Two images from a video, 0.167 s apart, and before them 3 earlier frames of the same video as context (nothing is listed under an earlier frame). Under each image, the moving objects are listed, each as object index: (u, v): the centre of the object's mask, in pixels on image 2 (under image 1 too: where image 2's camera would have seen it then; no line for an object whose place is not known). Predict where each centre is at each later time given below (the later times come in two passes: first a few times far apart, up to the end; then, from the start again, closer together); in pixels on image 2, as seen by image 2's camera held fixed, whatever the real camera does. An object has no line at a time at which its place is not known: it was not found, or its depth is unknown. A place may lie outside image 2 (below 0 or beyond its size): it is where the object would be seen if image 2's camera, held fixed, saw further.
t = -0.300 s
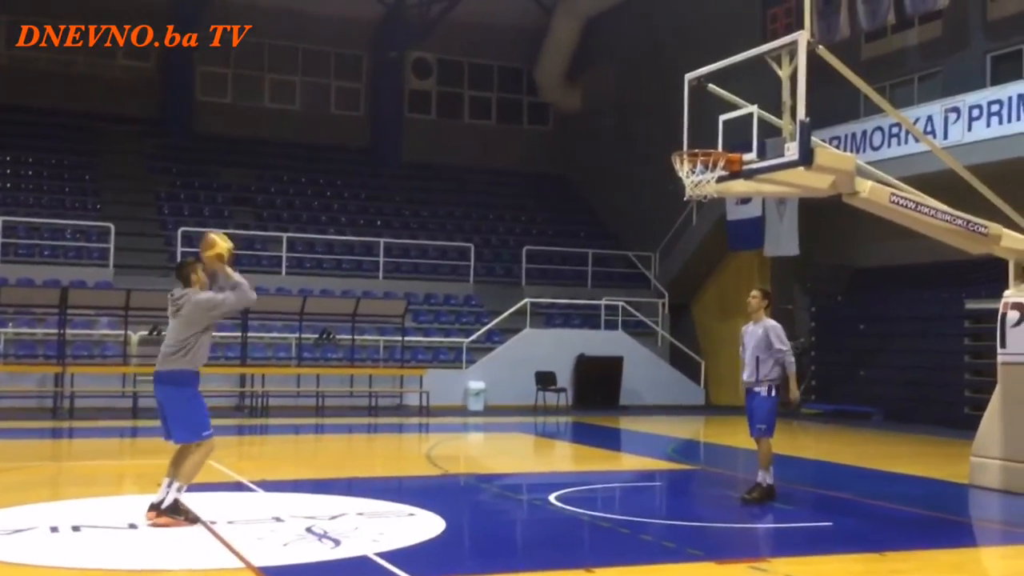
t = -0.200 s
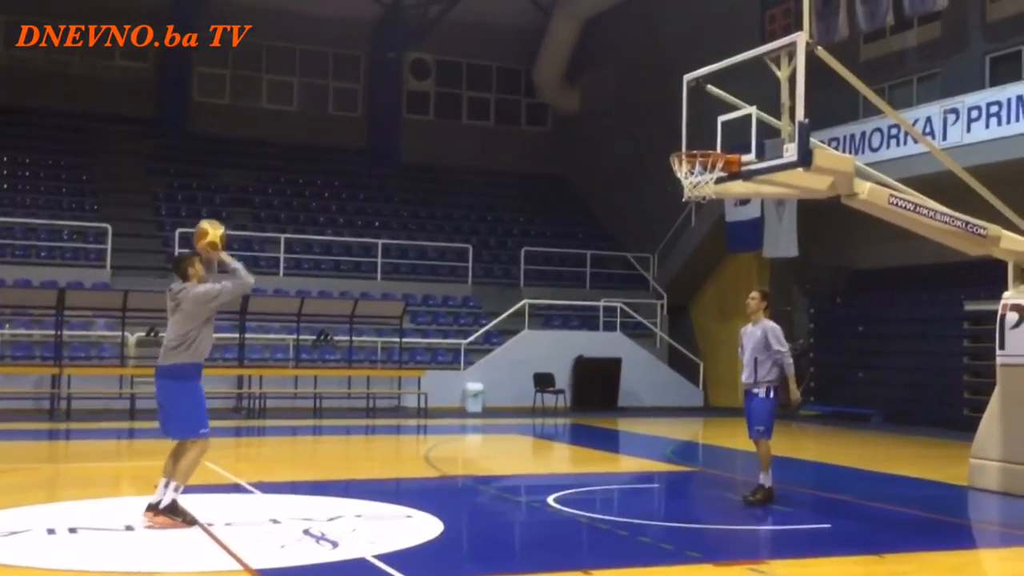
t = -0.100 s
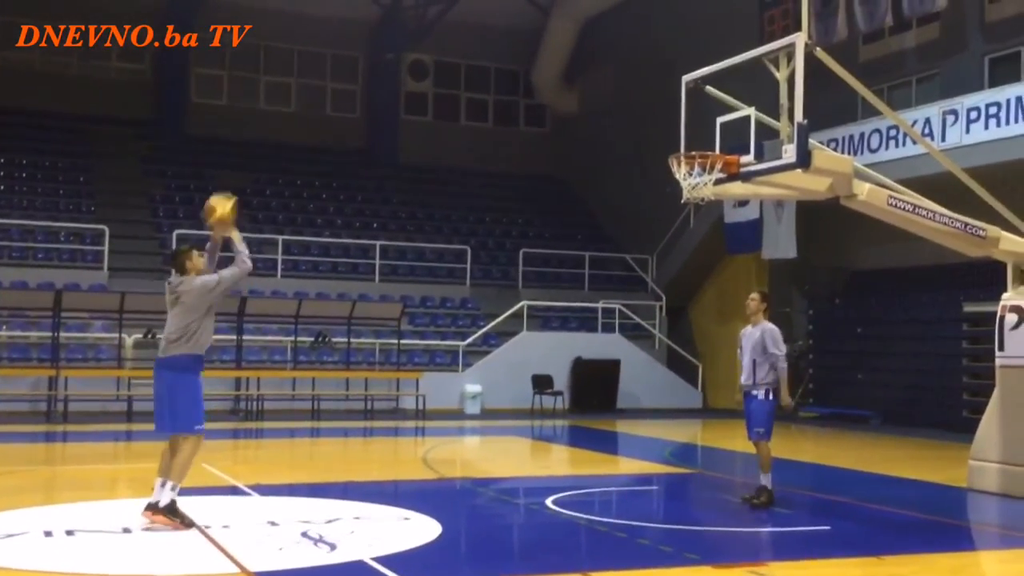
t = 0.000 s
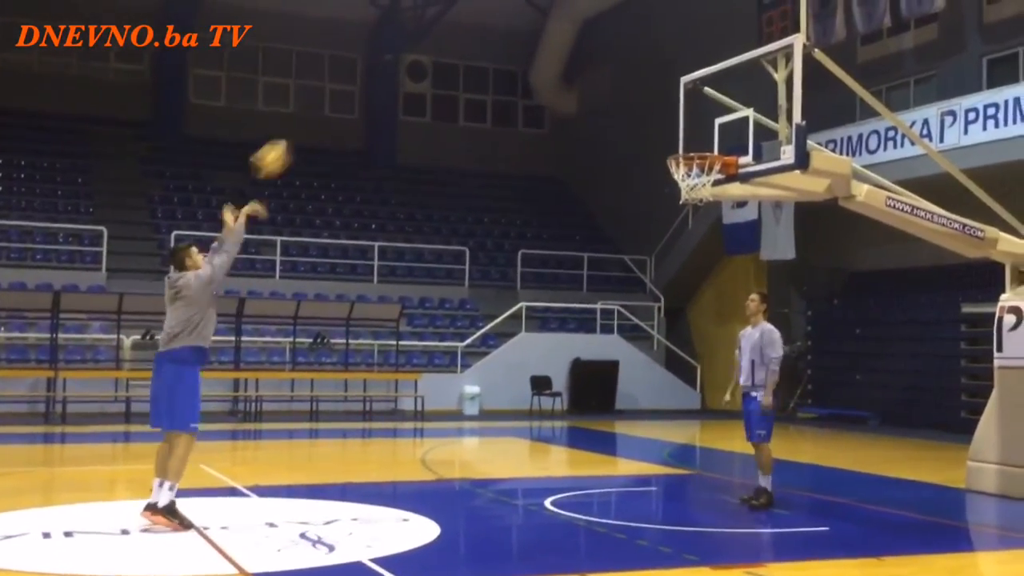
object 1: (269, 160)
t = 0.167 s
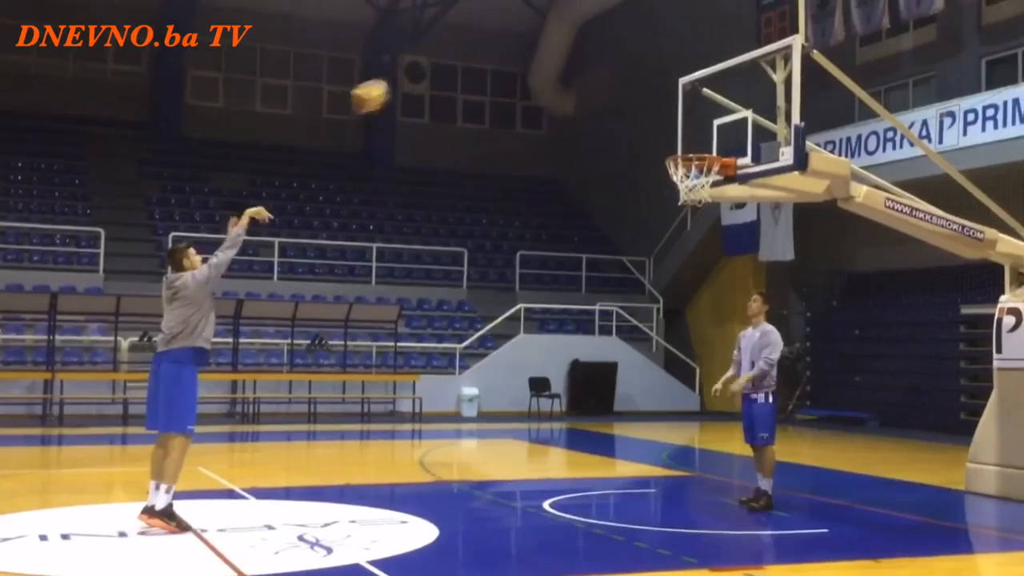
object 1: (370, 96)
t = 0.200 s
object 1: (389, 88)
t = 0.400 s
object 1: (500, 67)
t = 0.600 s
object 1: (602, 91)
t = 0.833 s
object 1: (709, 173)
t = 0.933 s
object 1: (709, 191)
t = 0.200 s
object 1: (389, 88)
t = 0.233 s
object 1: (409, 81)
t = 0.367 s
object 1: (483, 67)
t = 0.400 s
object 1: (500, 67)
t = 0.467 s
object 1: (534, 70)
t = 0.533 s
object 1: (569, 78)
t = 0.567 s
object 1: (586, 84)
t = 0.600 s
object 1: (602, 91)
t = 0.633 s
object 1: (618, 100)
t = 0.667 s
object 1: (635, 109)
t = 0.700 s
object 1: (651, 120)
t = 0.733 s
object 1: (665, 131)
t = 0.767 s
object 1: (682, 142)
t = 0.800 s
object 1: (696, 149)
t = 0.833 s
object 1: (709, 173)
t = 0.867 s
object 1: (713, 184)
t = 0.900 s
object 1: (712, 187)
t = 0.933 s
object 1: (709, 191)
